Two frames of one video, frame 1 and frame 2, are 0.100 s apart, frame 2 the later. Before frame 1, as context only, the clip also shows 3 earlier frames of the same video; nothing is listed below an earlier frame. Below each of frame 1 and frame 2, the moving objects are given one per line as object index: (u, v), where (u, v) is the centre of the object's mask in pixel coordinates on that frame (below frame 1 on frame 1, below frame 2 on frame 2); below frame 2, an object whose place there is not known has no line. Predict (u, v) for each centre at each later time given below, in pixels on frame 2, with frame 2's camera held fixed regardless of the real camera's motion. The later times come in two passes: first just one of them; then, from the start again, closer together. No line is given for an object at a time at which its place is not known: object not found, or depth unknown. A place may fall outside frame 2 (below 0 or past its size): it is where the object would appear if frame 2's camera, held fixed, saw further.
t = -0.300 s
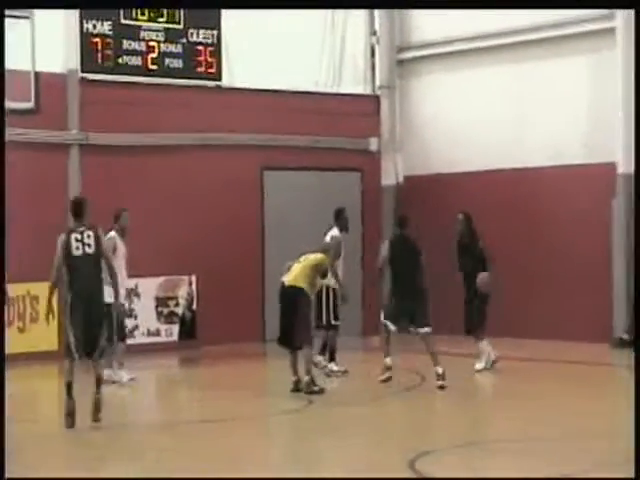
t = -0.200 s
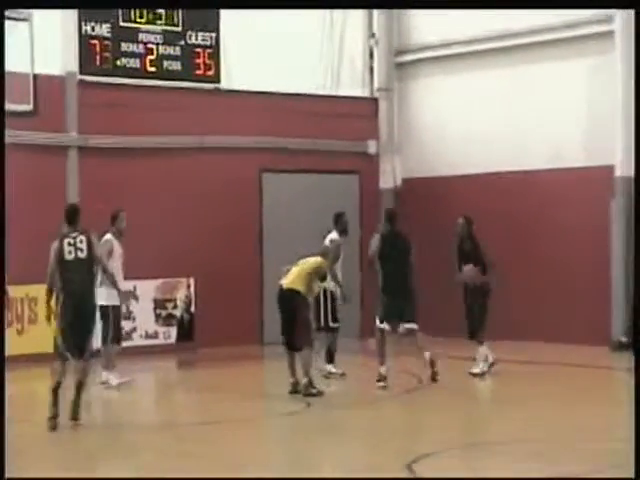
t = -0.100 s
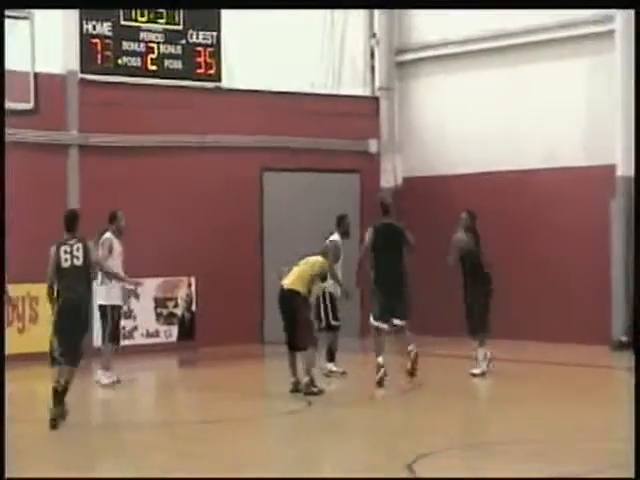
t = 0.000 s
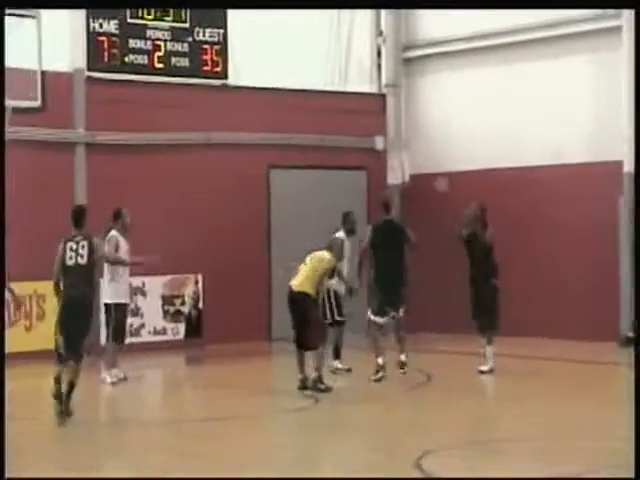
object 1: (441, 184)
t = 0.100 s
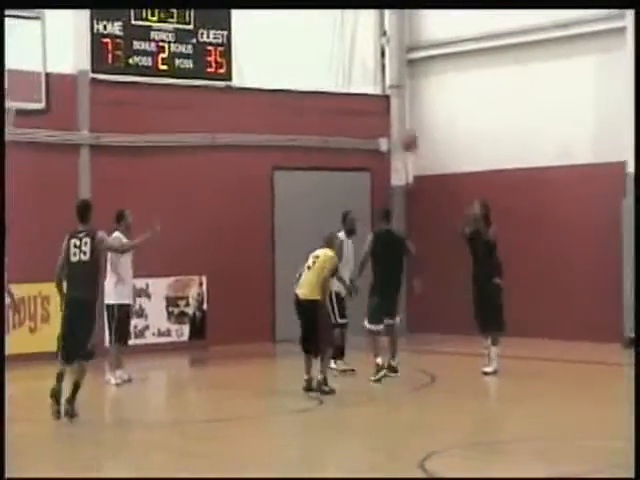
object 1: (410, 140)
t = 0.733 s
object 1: (116, 13)
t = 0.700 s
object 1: (134, 11)
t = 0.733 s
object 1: (116, 13)
